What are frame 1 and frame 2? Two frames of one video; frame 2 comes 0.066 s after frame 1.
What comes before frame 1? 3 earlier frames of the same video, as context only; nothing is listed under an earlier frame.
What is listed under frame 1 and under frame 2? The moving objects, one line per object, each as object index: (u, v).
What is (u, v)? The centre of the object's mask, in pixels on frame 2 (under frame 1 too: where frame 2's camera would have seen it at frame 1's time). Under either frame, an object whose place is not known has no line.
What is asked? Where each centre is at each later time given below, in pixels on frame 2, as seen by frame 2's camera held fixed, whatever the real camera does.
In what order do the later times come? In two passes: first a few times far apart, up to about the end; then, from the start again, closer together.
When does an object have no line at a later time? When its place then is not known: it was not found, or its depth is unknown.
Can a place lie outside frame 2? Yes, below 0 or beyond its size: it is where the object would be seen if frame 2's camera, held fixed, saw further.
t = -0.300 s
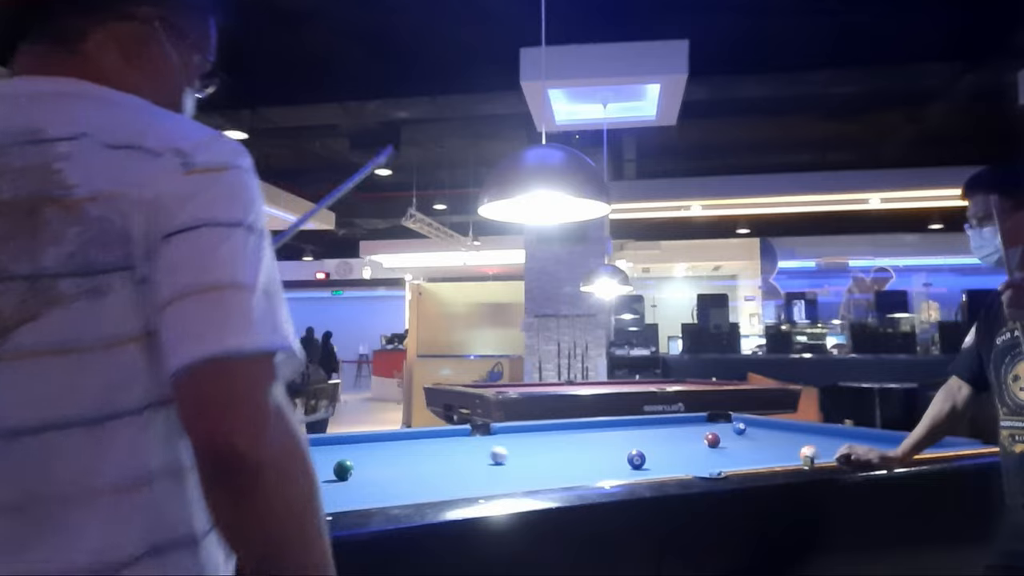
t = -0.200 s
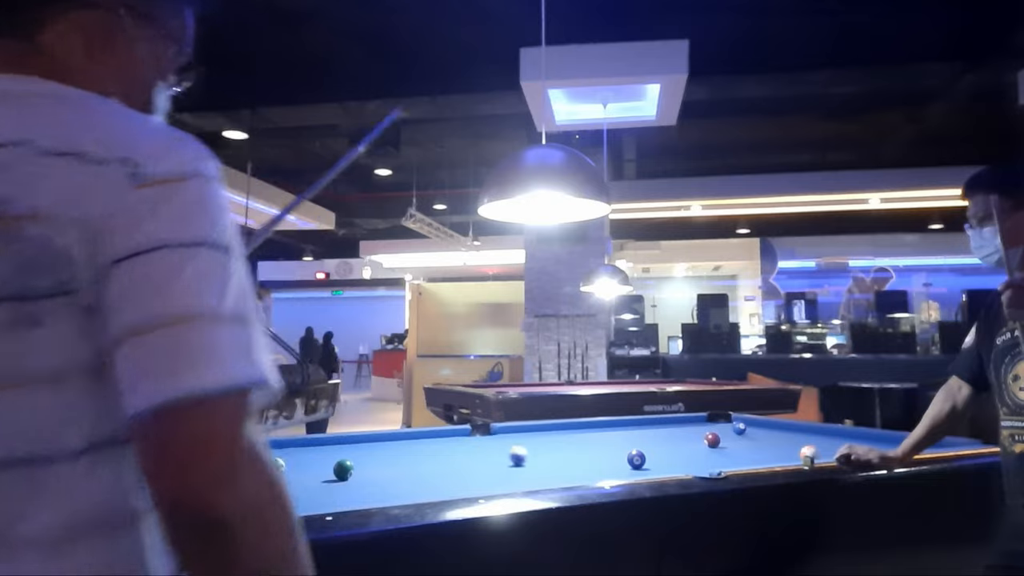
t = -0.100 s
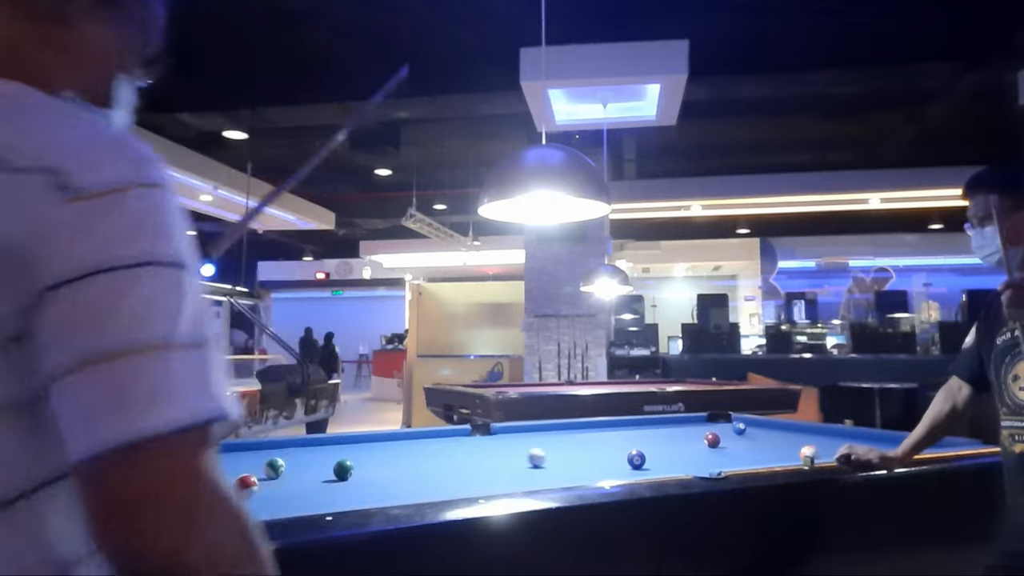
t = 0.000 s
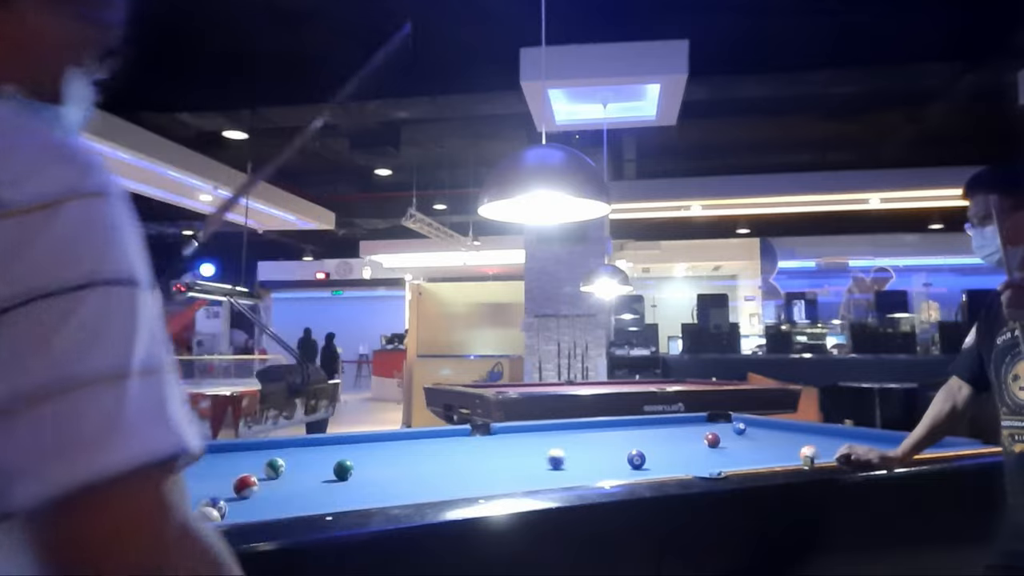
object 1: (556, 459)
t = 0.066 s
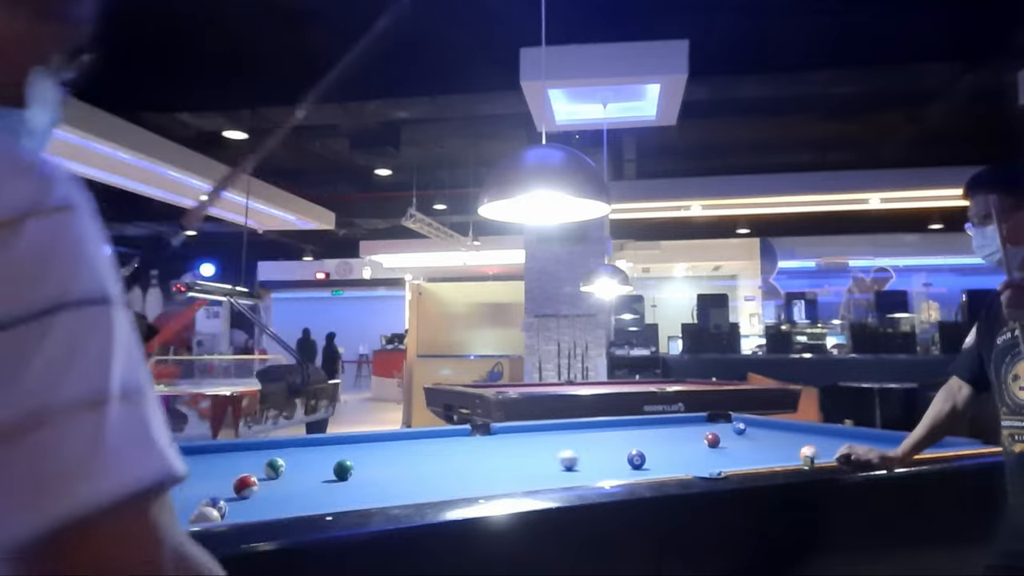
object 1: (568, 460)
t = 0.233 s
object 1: (602, 462)
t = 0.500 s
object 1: (654, 466)
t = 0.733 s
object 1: (701, 467)
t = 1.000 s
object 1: (702, 466)
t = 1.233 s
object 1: (695, 466)
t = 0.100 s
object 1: (575, 461)
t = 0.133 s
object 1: (582, 461)
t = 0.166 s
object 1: (588, 461)
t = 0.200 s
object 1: (595, 461)
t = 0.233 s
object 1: (602, 462)
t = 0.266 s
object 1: (607, 464)
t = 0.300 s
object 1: (613, 463)
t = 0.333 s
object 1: (620, 465)
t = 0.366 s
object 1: (629, 464)
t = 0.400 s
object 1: (634, 464)
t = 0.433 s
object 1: (641, 464)
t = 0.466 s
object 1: (647, 465)
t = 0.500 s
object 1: (654, 466)
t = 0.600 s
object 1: (674, 466)
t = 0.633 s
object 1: (681, 466)
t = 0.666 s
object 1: (688, 466)
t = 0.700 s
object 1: (695, 467)
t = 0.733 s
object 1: (701, 467)
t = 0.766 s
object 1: (705, 468)
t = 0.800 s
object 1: (708, 467)
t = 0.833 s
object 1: (707, 467)
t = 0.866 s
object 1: (706, 467)
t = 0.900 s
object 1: (706, 467)
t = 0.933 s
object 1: (705, 466)
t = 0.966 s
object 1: (704, 466)
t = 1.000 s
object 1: (702, 466)
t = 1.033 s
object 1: (701, 466)
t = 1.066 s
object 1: (700, 465)
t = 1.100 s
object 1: (700, 466)
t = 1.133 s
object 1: (698, 467)
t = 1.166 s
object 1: (697, 467)
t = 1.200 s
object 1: (696, 466)
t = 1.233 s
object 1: (695, 466)
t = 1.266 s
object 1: (694, 465)
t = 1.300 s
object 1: (693, 464)
